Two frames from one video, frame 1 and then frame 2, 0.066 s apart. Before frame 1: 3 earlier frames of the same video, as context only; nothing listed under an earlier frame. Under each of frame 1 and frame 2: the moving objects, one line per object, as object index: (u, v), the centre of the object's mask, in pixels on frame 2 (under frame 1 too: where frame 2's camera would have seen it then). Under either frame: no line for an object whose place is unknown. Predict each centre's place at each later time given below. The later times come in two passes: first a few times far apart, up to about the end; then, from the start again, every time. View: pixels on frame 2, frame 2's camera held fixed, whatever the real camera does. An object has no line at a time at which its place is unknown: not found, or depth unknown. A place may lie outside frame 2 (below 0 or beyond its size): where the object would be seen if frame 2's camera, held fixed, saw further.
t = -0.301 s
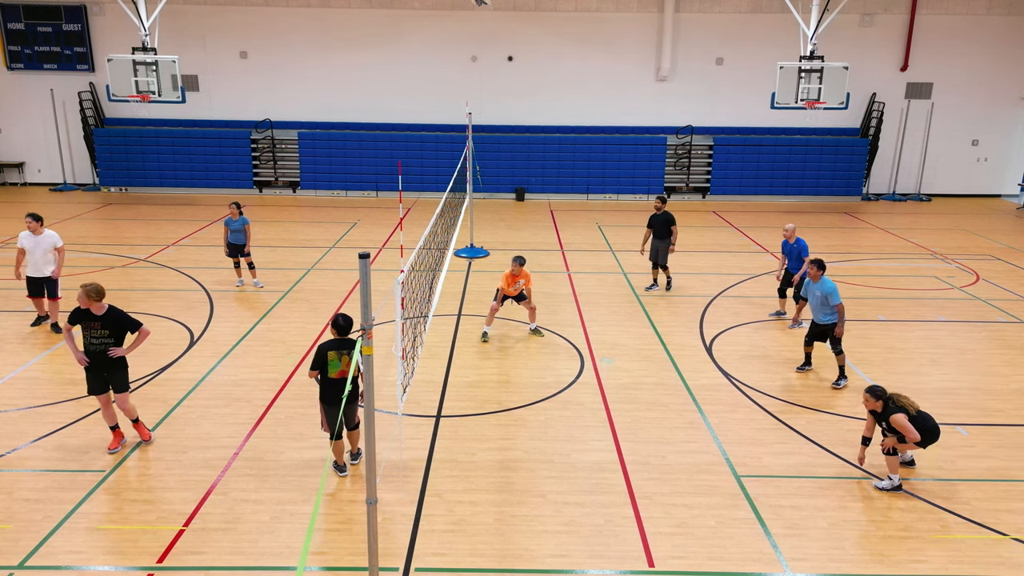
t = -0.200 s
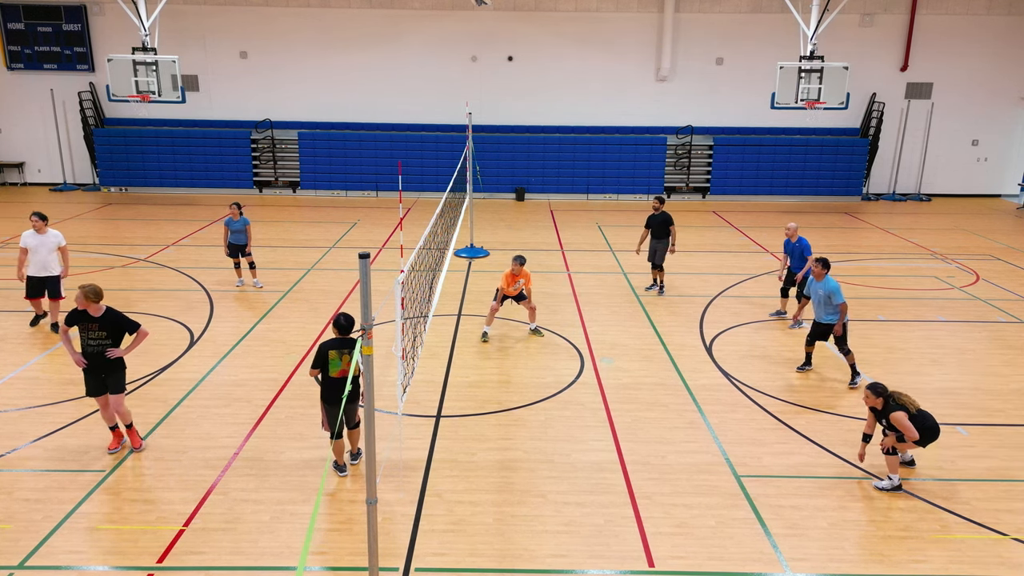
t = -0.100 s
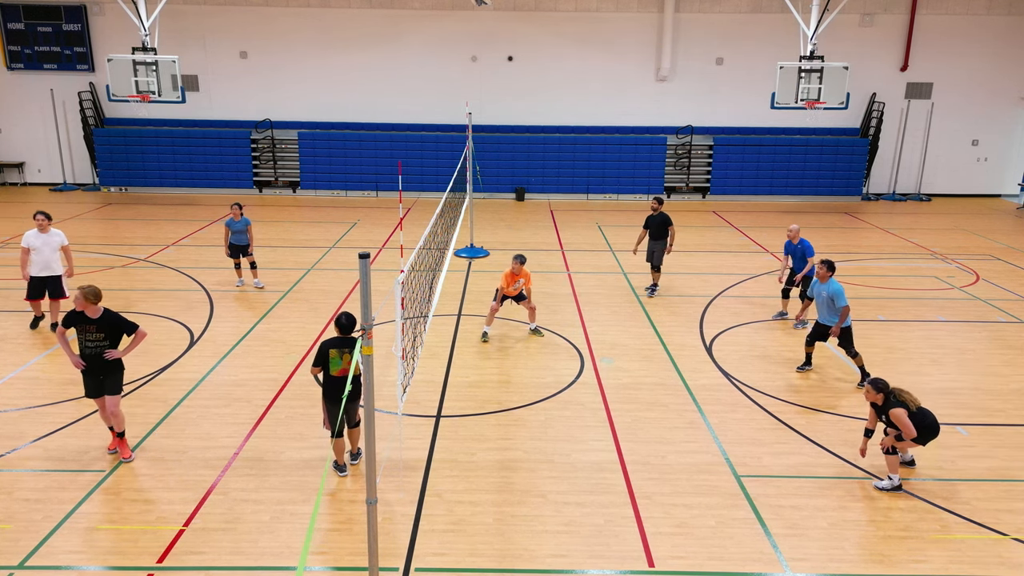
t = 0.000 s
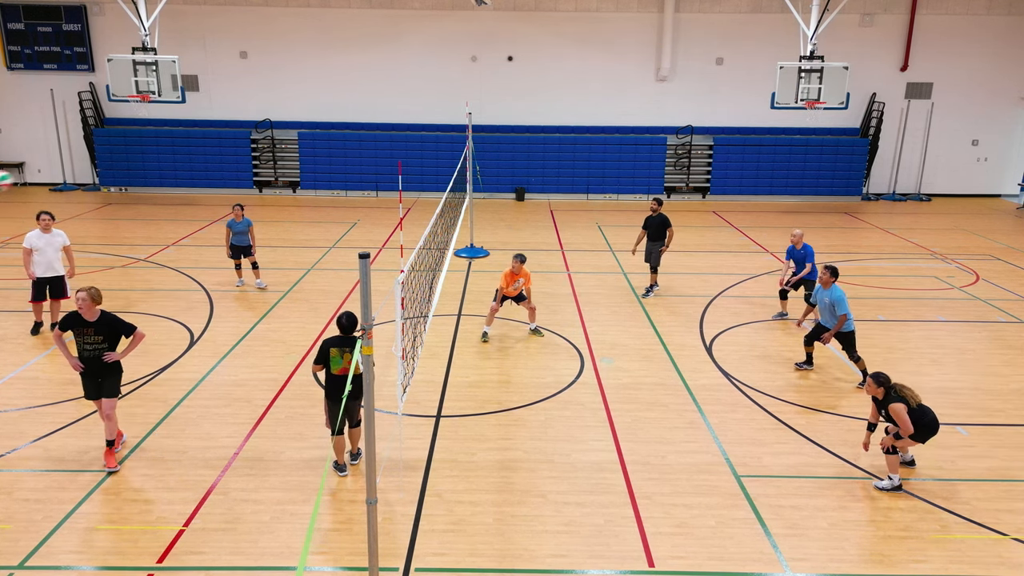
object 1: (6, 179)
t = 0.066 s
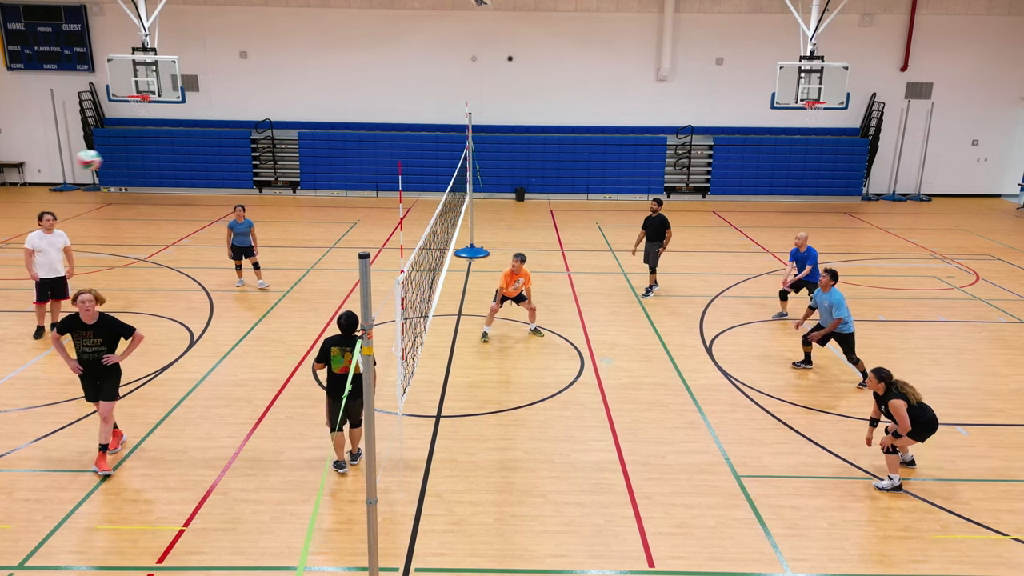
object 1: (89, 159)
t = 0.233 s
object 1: (292, 129)
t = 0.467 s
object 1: (524, 127)
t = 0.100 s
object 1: (132, 152)
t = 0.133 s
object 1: (174, 145)
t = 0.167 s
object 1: (214, 139)
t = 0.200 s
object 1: (253, 134)
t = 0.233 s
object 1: (292, 129)
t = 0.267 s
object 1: (328, 127)
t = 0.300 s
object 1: (364, 125)
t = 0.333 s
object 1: (399, 125)
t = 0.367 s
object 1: (432, 124)
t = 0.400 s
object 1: (464, 124)
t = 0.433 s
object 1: (495, 125)
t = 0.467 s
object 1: (524, 127)
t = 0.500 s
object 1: (552, 130)
